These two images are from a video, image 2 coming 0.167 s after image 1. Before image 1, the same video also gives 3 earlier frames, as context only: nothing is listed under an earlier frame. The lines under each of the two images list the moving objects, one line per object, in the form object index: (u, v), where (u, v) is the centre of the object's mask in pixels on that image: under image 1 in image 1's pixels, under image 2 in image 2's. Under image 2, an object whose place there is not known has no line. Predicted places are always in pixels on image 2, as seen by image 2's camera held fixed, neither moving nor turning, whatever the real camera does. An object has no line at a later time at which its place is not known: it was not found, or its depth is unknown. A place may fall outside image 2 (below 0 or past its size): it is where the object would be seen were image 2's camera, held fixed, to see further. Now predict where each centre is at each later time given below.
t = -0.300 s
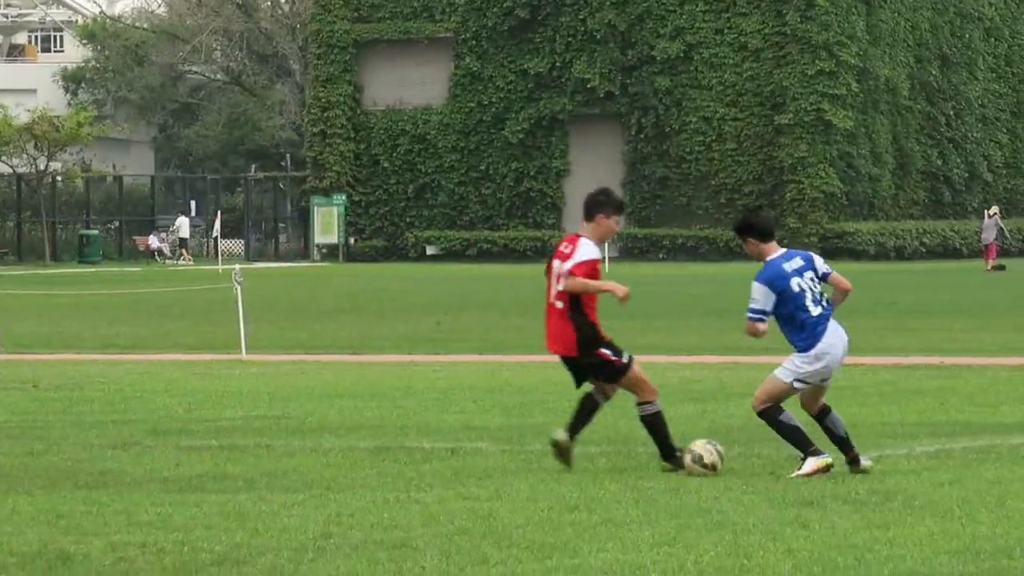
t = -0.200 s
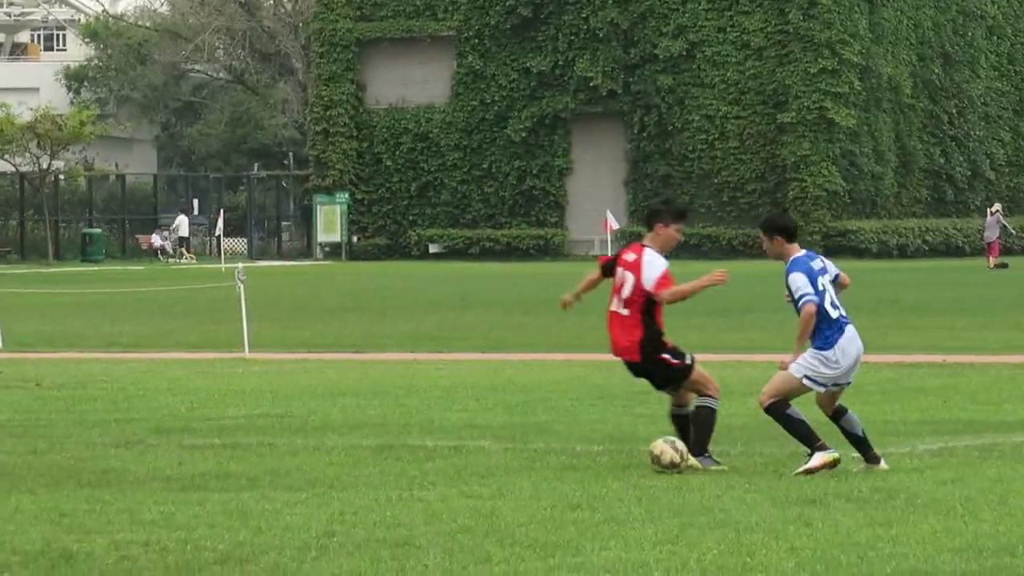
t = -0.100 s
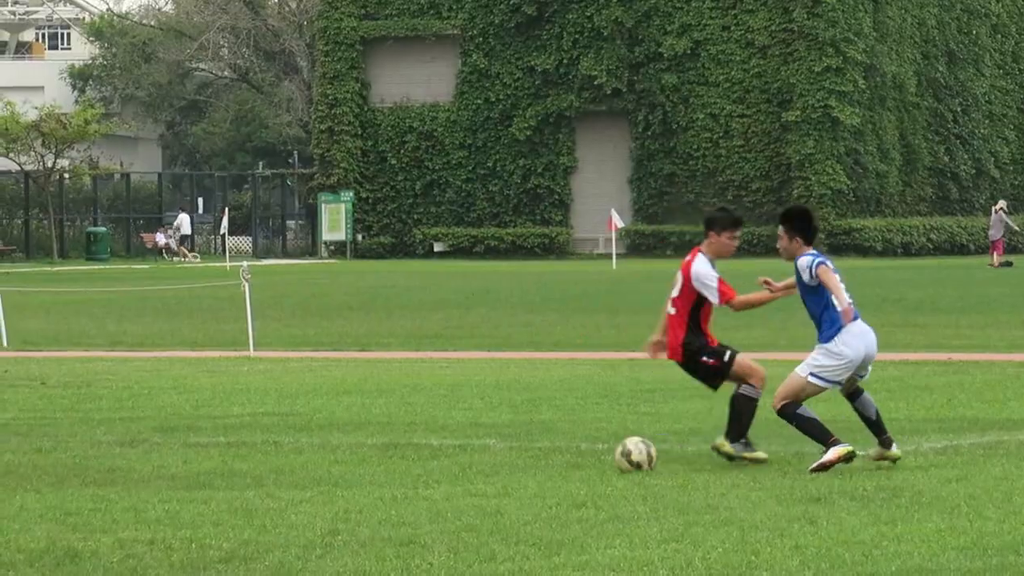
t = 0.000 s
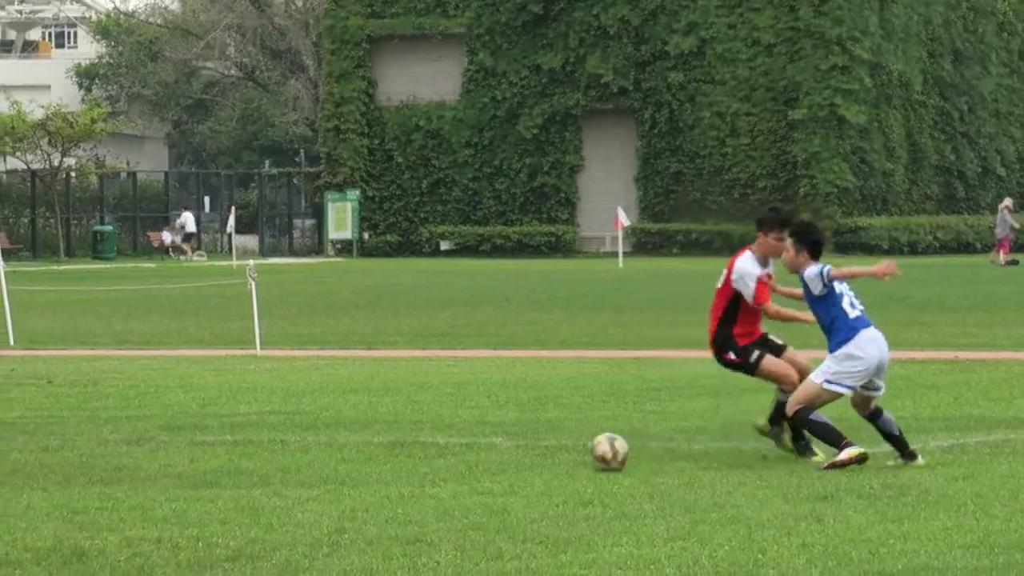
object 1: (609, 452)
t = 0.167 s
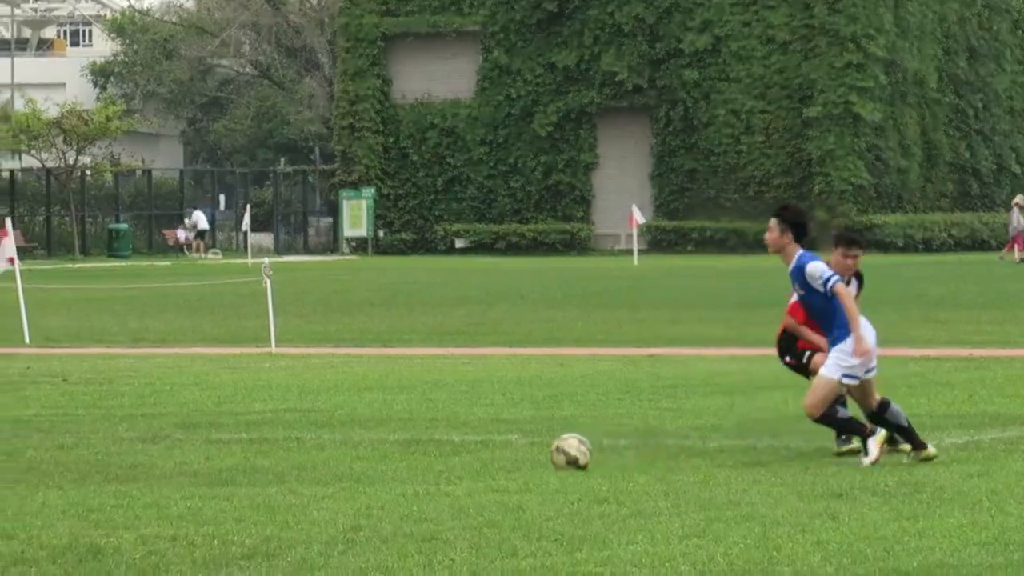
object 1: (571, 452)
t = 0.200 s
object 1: (561, 452)
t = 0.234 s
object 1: (551, 451)
